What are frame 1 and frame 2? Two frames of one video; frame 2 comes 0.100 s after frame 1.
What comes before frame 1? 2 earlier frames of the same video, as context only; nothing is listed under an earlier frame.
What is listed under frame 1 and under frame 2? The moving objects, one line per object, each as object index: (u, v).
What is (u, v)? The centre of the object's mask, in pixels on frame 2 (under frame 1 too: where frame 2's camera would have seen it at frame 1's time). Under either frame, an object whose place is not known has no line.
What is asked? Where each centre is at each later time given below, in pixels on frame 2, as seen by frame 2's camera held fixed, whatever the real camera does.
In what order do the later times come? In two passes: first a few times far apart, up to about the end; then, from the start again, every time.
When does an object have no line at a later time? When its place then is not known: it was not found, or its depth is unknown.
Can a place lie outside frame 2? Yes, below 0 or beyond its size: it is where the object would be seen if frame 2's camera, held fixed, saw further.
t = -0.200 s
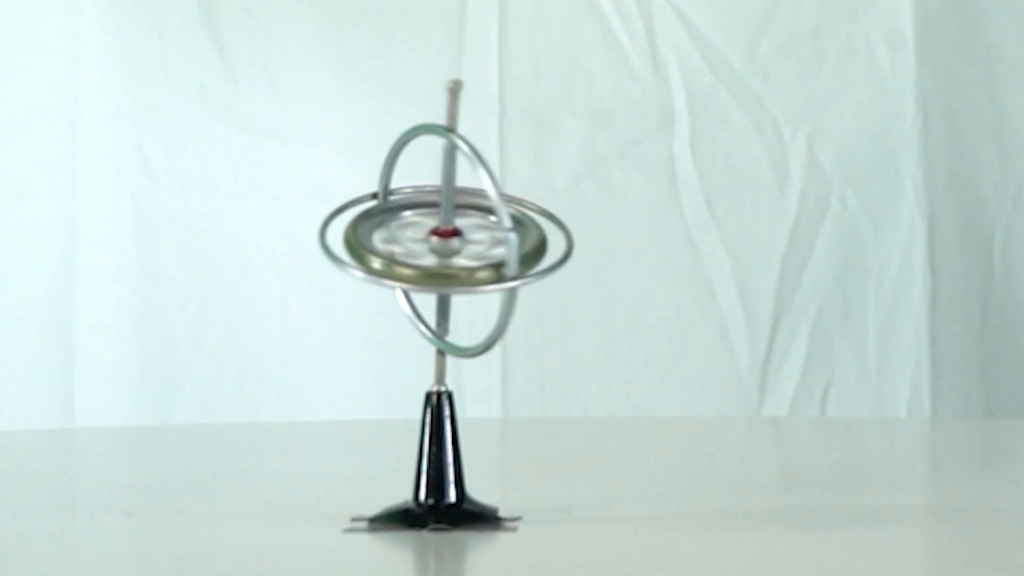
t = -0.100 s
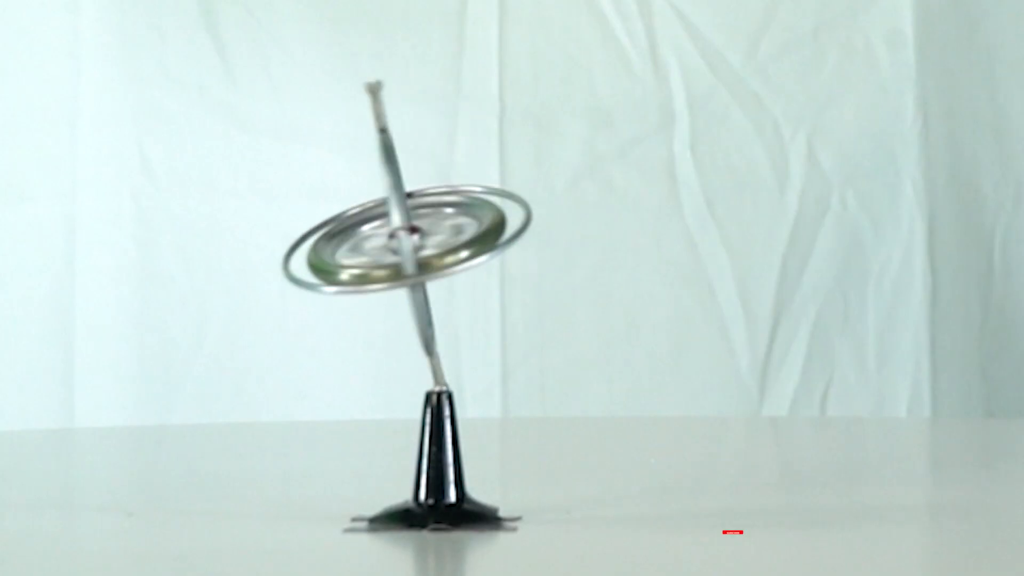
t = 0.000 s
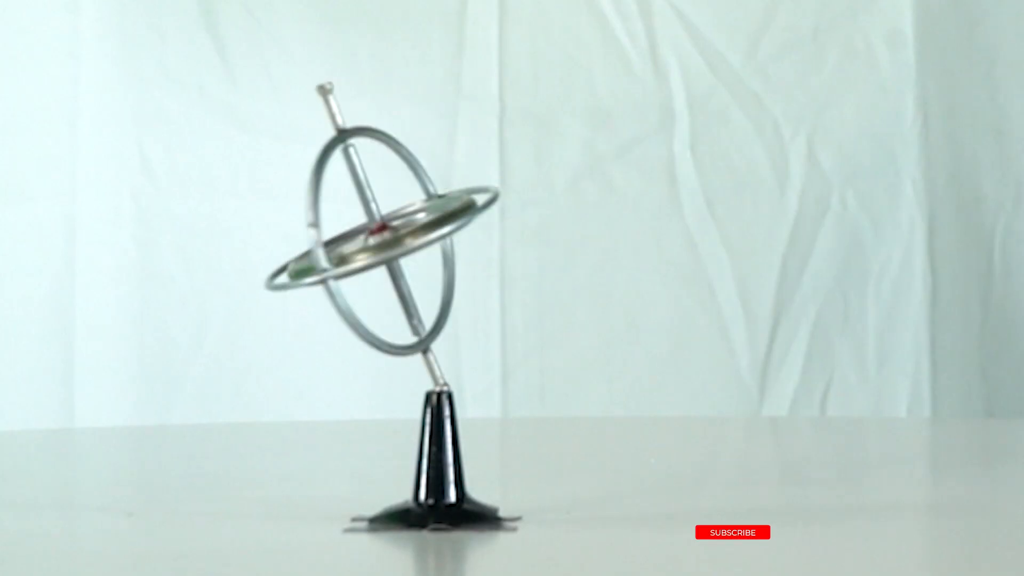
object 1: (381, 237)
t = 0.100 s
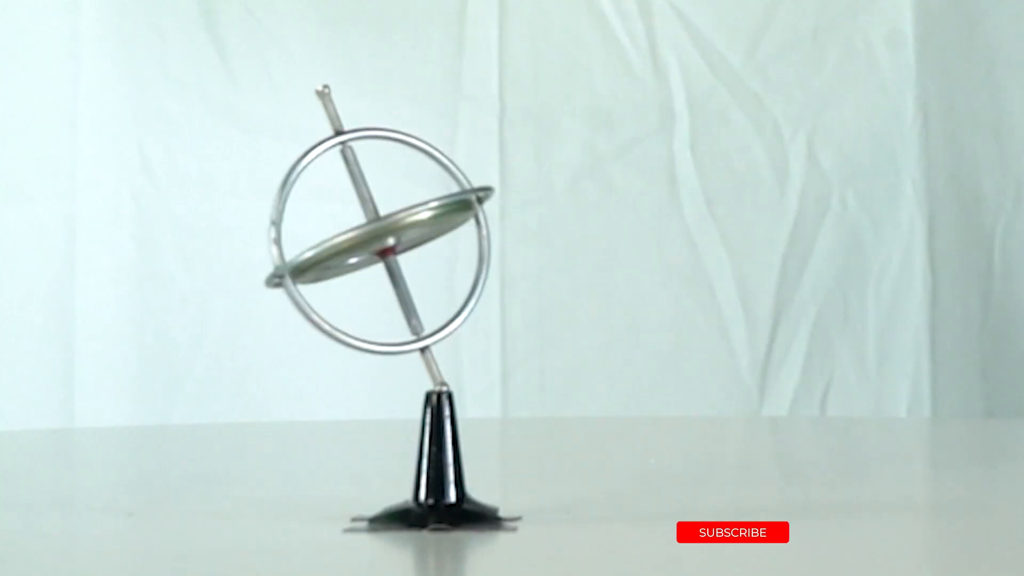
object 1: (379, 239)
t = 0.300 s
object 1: (440, 237)
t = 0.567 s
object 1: (497, 237)
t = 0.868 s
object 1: (402, 236)
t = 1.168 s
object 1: (410, 239)
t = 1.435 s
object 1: (497, 234)
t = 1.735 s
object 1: (428, 236)
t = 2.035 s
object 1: (394, 238)
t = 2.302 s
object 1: (491, 232)
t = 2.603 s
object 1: (443, 236)
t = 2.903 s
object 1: (390, 237)
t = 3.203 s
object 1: (489, 235)
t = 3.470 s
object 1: (441, 235)
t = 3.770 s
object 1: (395, 237)
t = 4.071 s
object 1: (498, 232)
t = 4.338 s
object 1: (425, 235)
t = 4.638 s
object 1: (409, 239)
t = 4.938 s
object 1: (491, 235)
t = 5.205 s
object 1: (394, 234)
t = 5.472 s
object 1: (430, 238)
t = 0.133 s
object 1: (384, 239)
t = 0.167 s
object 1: (392, 239)
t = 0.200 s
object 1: (403, 240)
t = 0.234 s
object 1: (415, 239)
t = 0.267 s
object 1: (428, 239)
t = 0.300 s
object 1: (440, 237)
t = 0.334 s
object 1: (453, 237)
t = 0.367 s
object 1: (465, 235)
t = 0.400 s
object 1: (477, 233)
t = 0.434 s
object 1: (487, 234)
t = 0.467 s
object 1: (494, 235)
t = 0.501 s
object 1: (498, 237)
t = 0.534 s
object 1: (500, 237)
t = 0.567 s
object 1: (497, 237)
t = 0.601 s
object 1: (493, 236)
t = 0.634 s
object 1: (486, 237)
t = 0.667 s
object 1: (478, 236)
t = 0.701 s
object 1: (469, 236)
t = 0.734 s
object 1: (458, 237)
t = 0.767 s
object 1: (444, 236)
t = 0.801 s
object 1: (430, 237)
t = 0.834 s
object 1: (415, 237)
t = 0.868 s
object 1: (402, 236)
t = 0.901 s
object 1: (393, 235)
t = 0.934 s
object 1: (385, 233)
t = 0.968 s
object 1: (382, 234)
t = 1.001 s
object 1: (379, 236)
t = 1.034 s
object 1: (379, 237)
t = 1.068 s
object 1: (382, 238)
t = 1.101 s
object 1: (388, 238)
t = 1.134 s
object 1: (397, 239)
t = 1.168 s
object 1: (410, 239)
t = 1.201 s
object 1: (423, 239)
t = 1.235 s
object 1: (436, 238)
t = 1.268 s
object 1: (449, 238)
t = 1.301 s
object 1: (462, 236)
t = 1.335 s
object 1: (473, 235)
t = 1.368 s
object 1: (484, 234)
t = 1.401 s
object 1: (493, 232)
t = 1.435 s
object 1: (497, 234)
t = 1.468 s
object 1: (499, 236)
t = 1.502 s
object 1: (498, 237)
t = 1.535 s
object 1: (494, 237)
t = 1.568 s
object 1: (486, 237)
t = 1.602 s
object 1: (476, 237)
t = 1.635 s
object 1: (464, 236)
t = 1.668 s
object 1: (453, 236)
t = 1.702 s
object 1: (441, 236)
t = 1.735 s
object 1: (428, 236)
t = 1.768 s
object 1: (416, 236)
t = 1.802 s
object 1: (404, 236)
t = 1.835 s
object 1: (392, 235)
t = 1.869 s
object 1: (383, 233)
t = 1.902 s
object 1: (379, 235)
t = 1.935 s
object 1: (377, 236)
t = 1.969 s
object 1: (381, 237)
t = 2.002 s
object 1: (387, 237)
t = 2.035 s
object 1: (394, 238)
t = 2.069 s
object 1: (404, 238)
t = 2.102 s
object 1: (415, 238)
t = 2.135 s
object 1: (427, 238)
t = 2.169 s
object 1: (440, 238)
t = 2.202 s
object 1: (455, 238)
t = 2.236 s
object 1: (469, 236)
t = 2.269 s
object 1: (482, 235)
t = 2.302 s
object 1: (491, 232)
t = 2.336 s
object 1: (495, 234)
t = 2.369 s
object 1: (496, 235)
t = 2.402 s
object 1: (496, 236)
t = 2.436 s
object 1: (493, 236)
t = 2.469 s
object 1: (487, 236)
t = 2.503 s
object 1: (479, 236)
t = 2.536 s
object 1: (470, 236)
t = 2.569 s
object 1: (457, 236)
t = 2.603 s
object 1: (443, 236)
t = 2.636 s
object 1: (428, 236)
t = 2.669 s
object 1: (413, 235)
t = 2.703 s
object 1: (401, 233)
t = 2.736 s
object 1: (393, 234)
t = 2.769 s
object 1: (386, 235)
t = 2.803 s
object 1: (382, 236)
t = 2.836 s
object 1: (381, 236)
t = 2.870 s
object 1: (384, 237)
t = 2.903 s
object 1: (390, 237)
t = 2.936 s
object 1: (398, 237)
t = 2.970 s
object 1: (410, 237)
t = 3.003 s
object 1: (422, 236)
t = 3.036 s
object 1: (436, 234)
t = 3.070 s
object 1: (450, 233)
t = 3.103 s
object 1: (463, 231)
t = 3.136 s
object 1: (474, 233)
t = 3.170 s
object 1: (482, 234)
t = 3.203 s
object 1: (489, 235)
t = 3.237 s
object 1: (493, 235)
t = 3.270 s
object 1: (494, 235)
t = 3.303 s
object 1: (492, 236)
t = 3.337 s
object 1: (487, 236)
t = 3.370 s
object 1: (478, 235)
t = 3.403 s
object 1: (467, 235)
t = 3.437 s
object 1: (454, 235)
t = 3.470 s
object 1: (441, 235)
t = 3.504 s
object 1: (426, 235)
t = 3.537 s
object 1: (413, 234)
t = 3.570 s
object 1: (401, 232)
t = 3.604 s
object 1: (392, 232)
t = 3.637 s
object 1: (385, 233)
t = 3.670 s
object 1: (381, 235)
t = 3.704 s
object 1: (382, 236)
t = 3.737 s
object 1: (387, 236)
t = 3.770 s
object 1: (395, 237)
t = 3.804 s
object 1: (406, 237)
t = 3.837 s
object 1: (419, 238)
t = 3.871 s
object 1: (432, 237)
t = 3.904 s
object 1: (445, 237)
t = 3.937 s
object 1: (457, 236)
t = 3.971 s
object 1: (469, 236)
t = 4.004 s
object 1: (481, 235)
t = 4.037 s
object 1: (491, 234)
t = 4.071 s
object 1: (498, 232)
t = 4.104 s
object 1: (500, 233)
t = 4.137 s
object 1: (497, 235)
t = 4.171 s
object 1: (490, 236)
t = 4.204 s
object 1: (480, 236)
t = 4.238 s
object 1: (468, 236)
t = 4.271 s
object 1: (455, 236)
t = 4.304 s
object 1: (440, 235)
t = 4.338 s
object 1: (425, 235)
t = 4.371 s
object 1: (412, 235)
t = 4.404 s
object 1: (400, 234)
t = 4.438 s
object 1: (390, 232)
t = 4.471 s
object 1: (384, 234)
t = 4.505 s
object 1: (380, 236)
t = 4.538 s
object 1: (380, 237)
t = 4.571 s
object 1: (385, 238)
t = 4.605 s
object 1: (395, 239)
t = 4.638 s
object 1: (409, 239)
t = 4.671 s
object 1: (425, 238)
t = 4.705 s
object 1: (441, 237)
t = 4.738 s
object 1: (456, 235)
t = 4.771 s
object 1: (470, 234)
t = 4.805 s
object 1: (482, 230)
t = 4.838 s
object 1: (489, 232)
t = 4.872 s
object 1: (493, 234)
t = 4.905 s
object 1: (493, 235)
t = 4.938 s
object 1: (491, 235)
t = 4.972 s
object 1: (486, 235)
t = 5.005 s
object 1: (478, 235)
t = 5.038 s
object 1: (466, 235)
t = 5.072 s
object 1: (452, 235)
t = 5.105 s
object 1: (436, 235)
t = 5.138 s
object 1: (421, 236)
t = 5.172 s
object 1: (406, 235)
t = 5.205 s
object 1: (394, 234)
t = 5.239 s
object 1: (386, 231)
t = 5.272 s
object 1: (383, 233)
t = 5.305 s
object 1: (383, 234)
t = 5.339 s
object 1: (387, 235)
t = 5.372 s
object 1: (393, 236)
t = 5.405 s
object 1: (403, 237)
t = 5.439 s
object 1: (415, 238)
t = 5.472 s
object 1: (430, 238)
